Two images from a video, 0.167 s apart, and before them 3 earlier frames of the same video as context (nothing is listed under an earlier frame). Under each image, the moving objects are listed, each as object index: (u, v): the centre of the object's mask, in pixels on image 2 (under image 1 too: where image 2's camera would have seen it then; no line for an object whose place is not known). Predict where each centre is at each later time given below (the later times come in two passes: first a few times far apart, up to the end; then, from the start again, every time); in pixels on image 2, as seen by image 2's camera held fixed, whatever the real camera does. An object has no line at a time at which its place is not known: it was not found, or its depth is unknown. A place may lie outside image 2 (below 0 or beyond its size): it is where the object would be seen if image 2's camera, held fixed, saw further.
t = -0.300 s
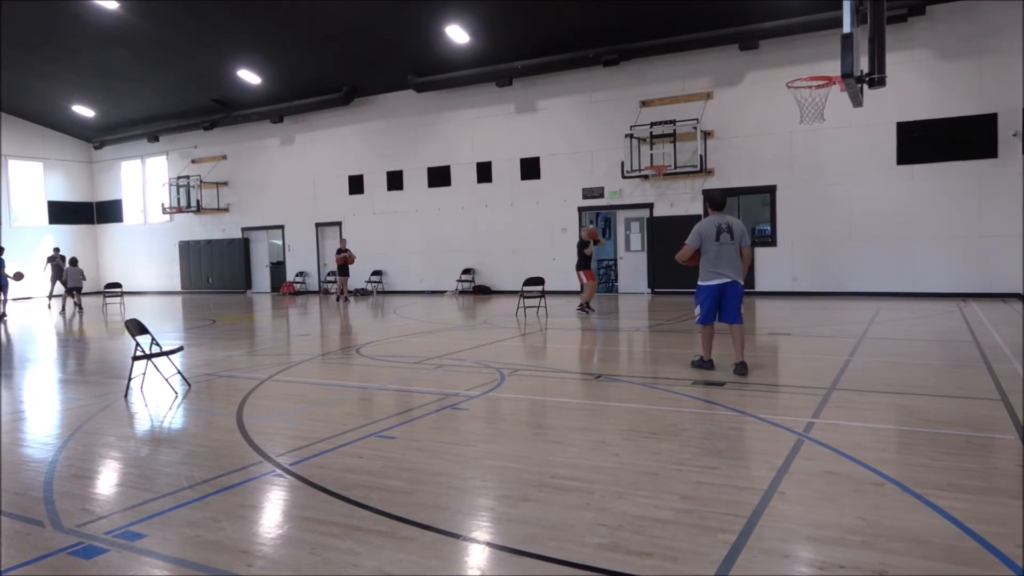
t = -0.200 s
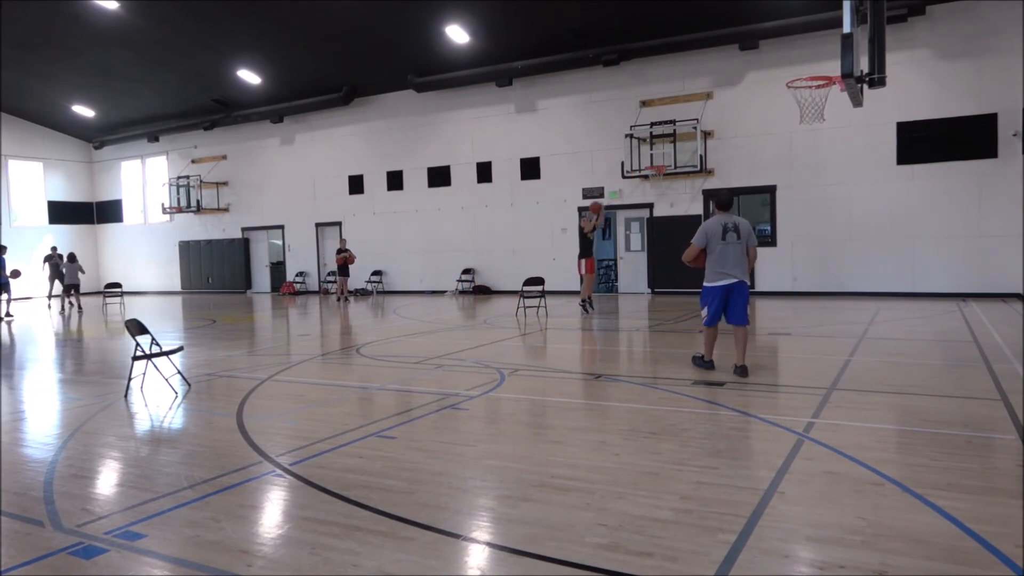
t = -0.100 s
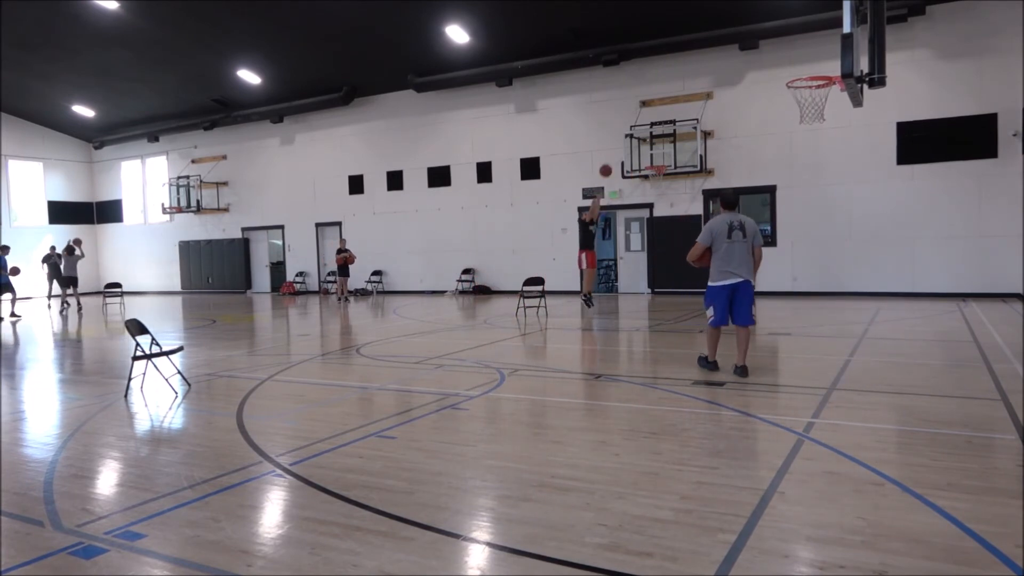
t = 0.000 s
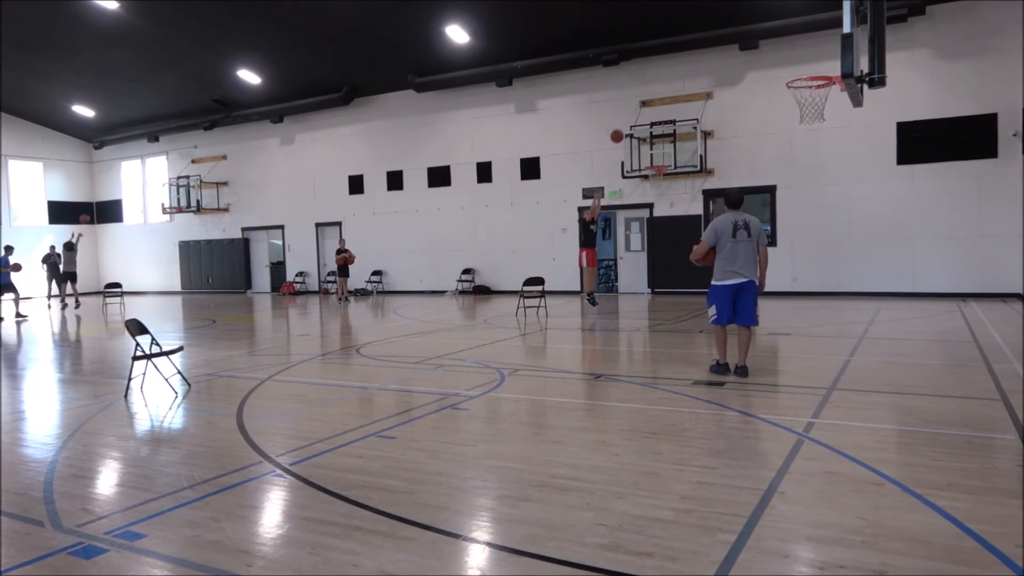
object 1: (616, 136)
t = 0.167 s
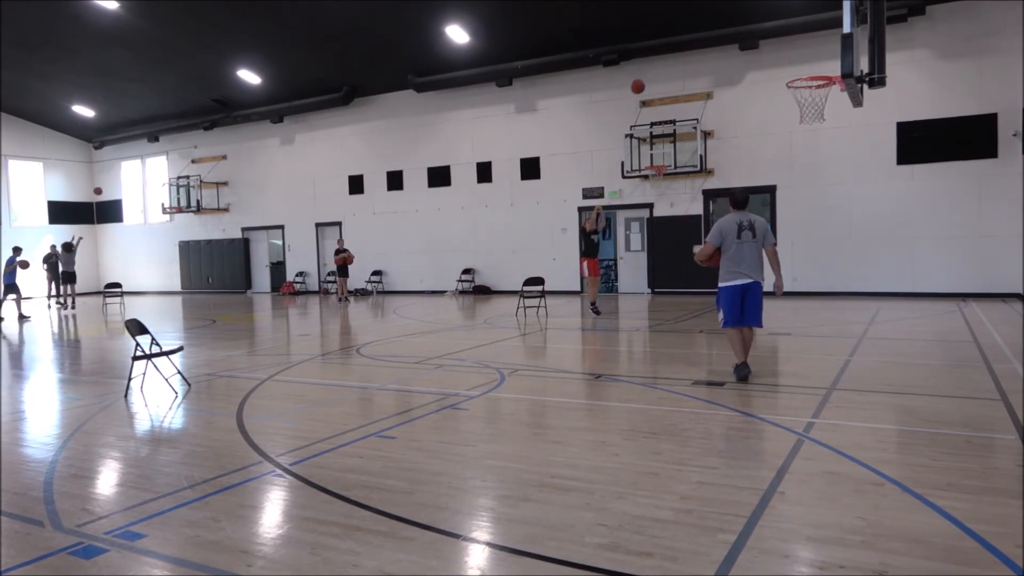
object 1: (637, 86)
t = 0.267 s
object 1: (651, 62)
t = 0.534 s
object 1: (693, 22)
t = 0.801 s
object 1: (745, 28)
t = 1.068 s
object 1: (812, 97)
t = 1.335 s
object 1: (858, 155)
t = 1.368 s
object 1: (864, 167)
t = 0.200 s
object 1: (642, 78)
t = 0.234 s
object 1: (647, 70)
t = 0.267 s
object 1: (651, 62)
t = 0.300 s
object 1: (656, 55)
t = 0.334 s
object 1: (661, 48)
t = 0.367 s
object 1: (666, 43)
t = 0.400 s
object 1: (671, 37)
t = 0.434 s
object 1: (676, 32)
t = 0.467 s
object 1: (682, 29)
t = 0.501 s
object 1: (688, 25)
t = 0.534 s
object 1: (693, 22)
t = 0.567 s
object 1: (699, 20)
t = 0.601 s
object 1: (705, 19)
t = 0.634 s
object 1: (712, 18)
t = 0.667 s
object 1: (718, 18)
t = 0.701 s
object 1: (724, 19)
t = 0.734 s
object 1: (731, 21)
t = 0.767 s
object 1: (739, 24)
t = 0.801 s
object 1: (745, 28)
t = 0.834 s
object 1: (753, 33)
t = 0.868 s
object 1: (761, 39)
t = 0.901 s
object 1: (769, 46)
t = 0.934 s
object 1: (777, 54)
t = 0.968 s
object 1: (786, 64)
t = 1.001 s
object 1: (794, 75)
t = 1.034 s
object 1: (803, 88)
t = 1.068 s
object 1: (812, 97)
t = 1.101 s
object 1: (818, 101)
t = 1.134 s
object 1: (823, 105)
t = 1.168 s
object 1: (829, 111)
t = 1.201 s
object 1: (835, 117)
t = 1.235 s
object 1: (840, 125)
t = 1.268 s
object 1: (846, 134)
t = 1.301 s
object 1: (852, 144)
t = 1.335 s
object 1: (858, 155)
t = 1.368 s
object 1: (864, 167)
